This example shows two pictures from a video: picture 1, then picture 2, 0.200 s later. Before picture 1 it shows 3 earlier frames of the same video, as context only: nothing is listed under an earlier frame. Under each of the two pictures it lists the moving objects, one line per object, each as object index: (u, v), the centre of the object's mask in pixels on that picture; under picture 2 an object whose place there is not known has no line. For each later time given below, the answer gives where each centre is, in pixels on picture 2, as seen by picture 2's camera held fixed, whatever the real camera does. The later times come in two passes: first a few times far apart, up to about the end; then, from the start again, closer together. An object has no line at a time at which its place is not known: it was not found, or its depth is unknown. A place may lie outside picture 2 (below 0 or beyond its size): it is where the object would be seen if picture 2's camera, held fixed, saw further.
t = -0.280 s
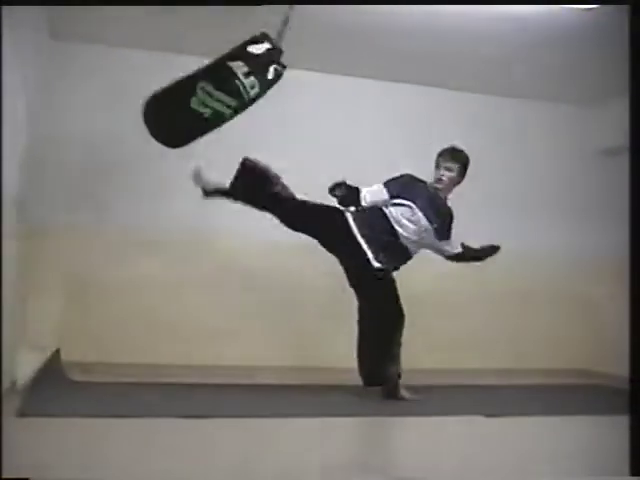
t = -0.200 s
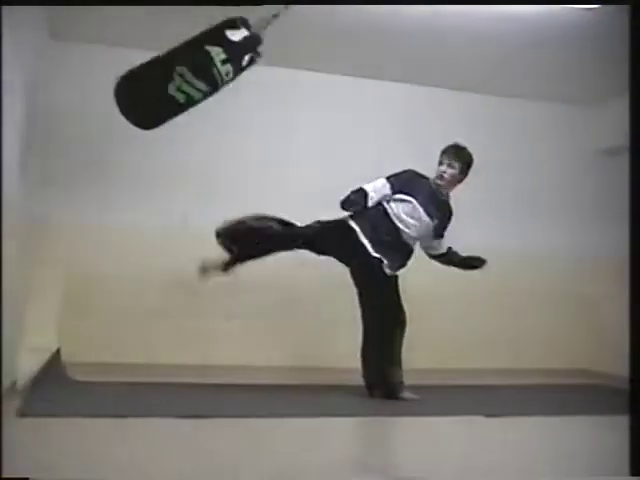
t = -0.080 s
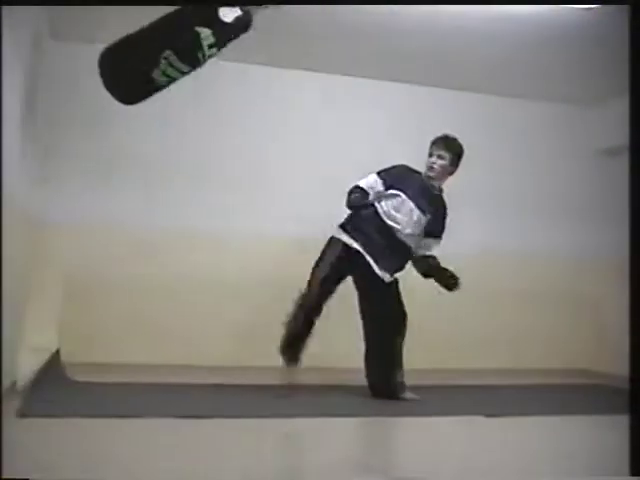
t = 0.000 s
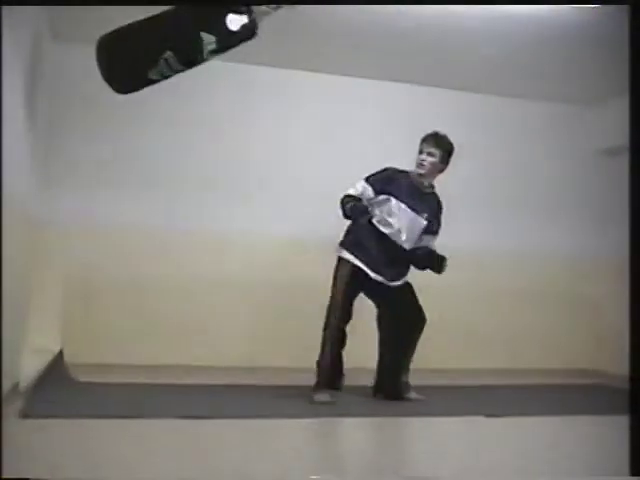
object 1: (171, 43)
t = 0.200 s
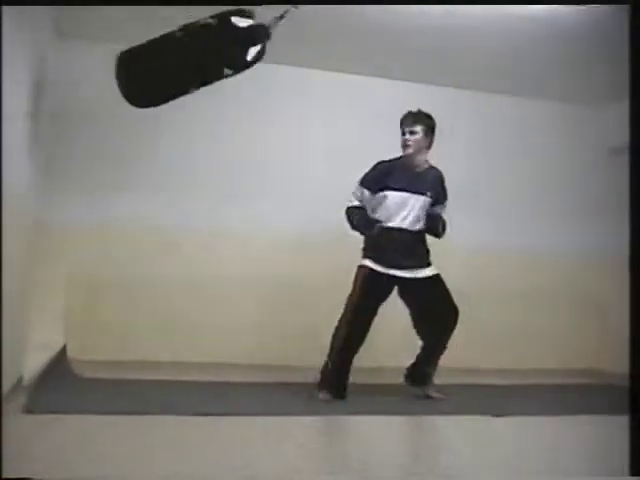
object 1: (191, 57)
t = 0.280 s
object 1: (203, 75)
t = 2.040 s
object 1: (148, 49)
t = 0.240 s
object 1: (196, 65)
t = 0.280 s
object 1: (203, 75)
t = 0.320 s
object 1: (210, 86)
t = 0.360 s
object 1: (221, 95)
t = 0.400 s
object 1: (235, 103)
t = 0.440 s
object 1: (249, 111)
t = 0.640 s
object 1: (321, 121)
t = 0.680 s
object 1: (334, 118)
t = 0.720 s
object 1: (345, 113)
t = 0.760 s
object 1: (354, 106)
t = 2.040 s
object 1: (148, 49)
